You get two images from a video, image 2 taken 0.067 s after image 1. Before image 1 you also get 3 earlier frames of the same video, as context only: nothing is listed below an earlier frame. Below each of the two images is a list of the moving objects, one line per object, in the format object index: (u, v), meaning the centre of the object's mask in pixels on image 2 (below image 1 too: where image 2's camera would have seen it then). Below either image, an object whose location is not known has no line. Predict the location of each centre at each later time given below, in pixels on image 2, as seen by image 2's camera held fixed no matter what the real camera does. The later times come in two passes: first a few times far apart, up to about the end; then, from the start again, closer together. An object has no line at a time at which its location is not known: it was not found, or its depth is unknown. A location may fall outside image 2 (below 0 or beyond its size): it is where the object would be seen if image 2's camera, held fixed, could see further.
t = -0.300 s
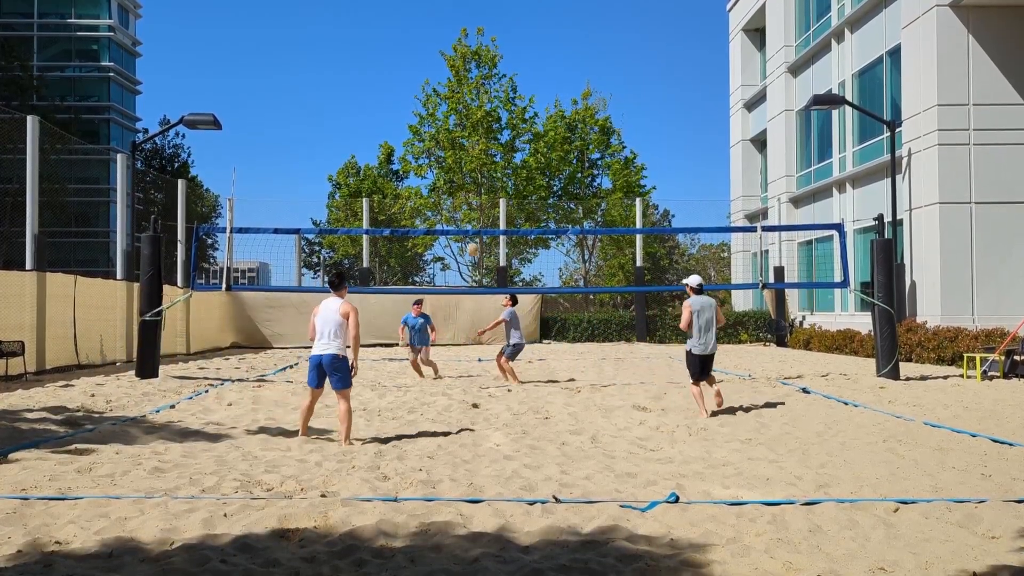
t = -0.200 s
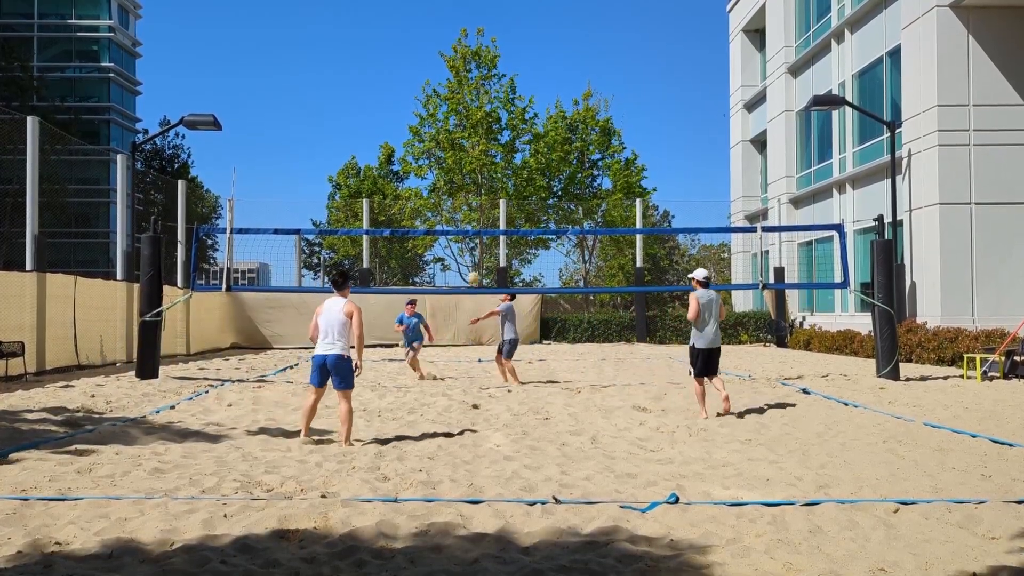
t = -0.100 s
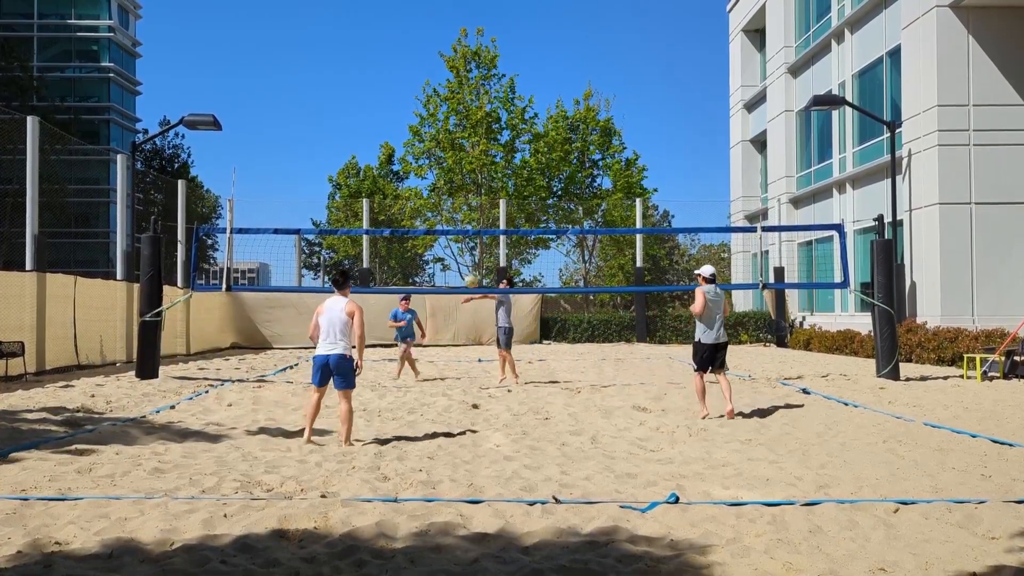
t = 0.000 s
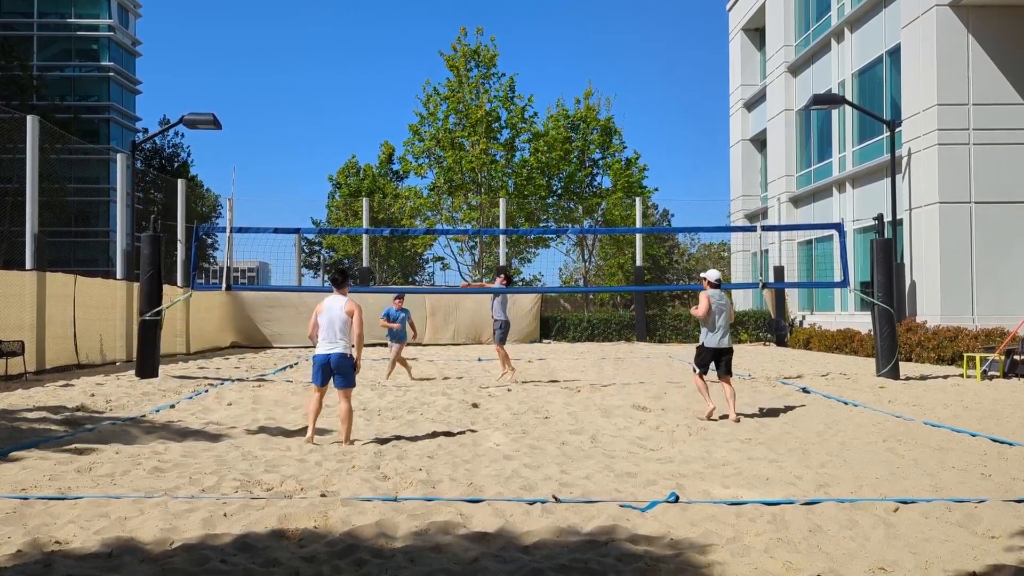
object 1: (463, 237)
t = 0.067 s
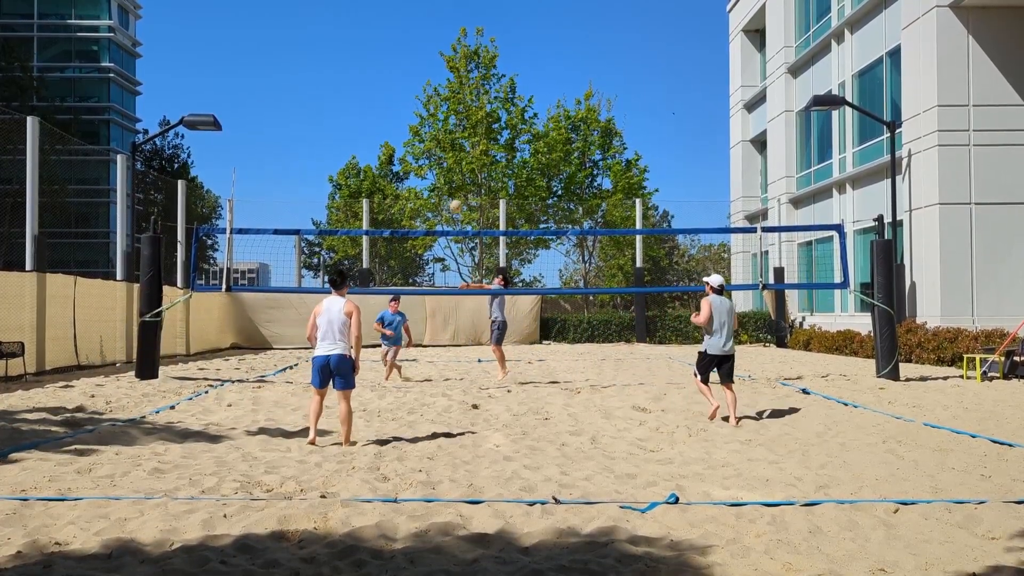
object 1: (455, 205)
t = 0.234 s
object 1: (440, 145)
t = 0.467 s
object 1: (420, 89)
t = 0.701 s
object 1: (399, 65)
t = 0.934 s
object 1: (378, 72)
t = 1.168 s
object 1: (358, 110)
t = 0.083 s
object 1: (454, 198)
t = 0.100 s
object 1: (453, 192)
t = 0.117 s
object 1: (451, 186)
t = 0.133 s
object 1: (450, 179)
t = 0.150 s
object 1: (448, 173)
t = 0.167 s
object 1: (447, 167)
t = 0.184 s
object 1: (444, 162)
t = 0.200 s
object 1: (443, 156)
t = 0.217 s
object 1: (442, 151)
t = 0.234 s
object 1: (440, 145)
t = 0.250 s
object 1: (439, 140)
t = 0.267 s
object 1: (437, 136)
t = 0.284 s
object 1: (435, 131)
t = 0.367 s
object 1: (428, 110)
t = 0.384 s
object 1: (427, 106)
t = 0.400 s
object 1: (425, 102)
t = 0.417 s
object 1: (424, 99)
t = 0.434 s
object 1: (422, 96)
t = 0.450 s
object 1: (420, 92)
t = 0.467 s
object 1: (420, 89)
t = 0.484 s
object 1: (418, 87)
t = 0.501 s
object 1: (417, 84)
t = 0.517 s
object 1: (415, 82)
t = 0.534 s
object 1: (414, 80)
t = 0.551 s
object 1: (412, 77)
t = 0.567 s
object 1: (411, 75)
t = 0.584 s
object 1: (409, 73)
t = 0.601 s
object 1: (408, 72)
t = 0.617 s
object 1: (406, 70)
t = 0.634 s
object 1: (404, 69)
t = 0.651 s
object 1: (403, 68)
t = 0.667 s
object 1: (402, 66)
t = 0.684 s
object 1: (400, 65)
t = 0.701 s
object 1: (399, 65)
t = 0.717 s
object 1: (397, 64)
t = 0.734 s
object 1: (396, 64)
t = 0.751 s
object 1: (394, 64)
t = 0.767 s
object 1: (393, 64)
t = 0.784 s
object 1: (391, 64)
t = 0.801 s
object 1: (390, 64)
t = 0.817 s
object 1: (388, 65)
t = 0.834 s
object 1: (387, 65)
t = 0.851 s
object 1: (385, 66)
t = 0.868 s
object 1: (384, 67)
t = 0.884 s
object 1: (383, 68)
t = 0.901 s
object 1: (381, 69)
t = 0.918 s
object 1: (380, 71)
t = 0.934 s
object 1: (378, 72)
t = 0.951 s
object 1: (377, 74)
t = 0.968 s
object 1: (375, 76)
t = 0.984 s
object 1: (374, 77)
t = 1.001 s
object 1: (372, 80)
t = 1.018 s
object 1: (371, 82)
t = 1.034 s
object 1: (370, 85)
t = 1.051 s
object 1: (368, 87)
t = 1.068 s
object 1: (367, 90)
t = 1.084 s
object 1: (365, 93)
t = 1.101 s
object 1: (364, 96)
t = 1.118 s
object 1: (362, 99)
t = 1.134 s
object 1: (361, 103)
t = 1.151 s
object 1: (359, 107)
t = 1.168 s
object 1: (358, 110)
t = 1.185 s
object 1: (357, 114)
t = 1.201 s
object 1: (355, 118)
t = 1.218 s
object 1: (354, 122)
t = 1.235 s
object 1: (352, 126)
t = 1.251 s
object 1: (351, 131)
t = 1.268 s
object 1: (349, 136)
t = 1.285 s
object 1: (348, 141)
